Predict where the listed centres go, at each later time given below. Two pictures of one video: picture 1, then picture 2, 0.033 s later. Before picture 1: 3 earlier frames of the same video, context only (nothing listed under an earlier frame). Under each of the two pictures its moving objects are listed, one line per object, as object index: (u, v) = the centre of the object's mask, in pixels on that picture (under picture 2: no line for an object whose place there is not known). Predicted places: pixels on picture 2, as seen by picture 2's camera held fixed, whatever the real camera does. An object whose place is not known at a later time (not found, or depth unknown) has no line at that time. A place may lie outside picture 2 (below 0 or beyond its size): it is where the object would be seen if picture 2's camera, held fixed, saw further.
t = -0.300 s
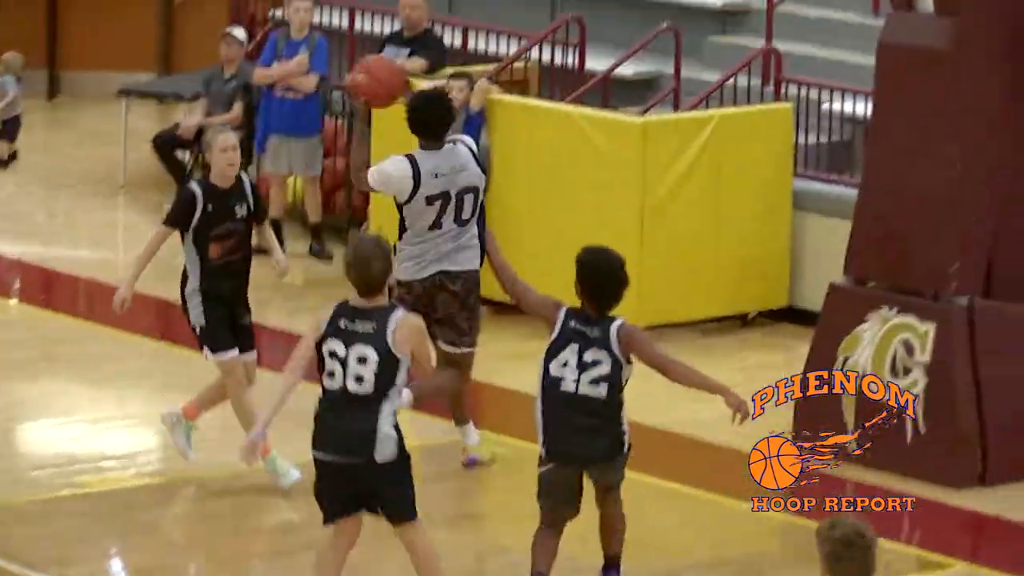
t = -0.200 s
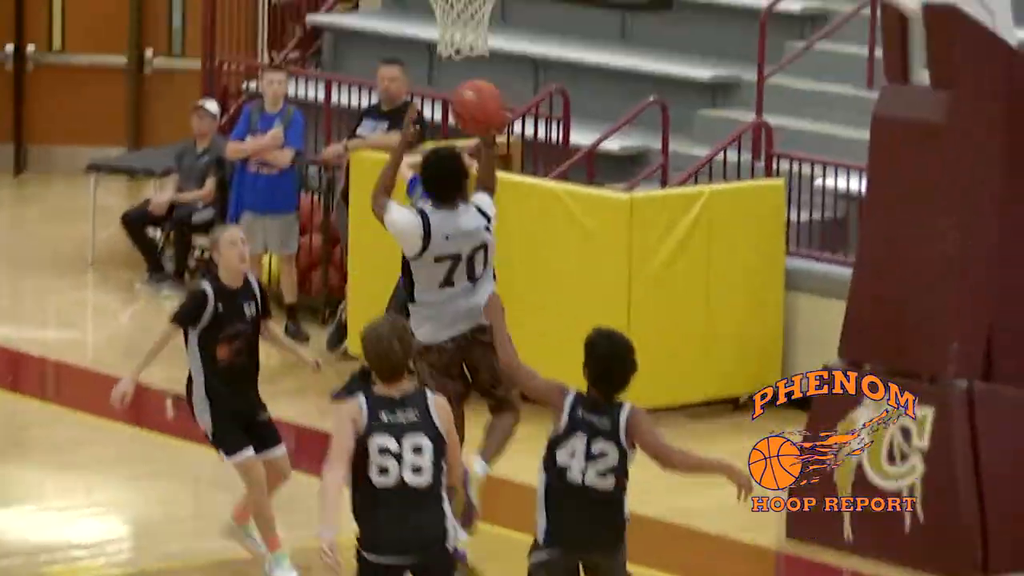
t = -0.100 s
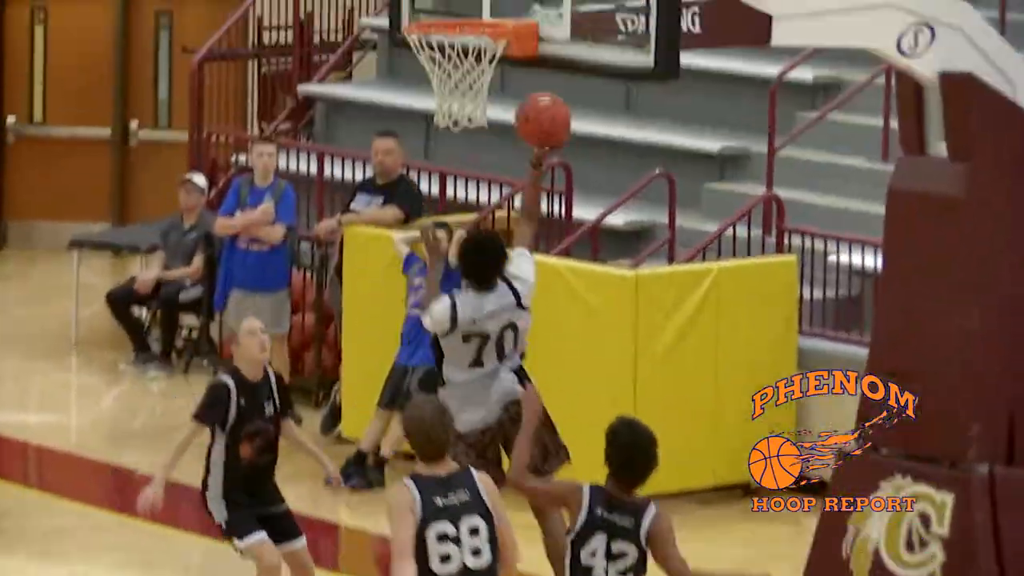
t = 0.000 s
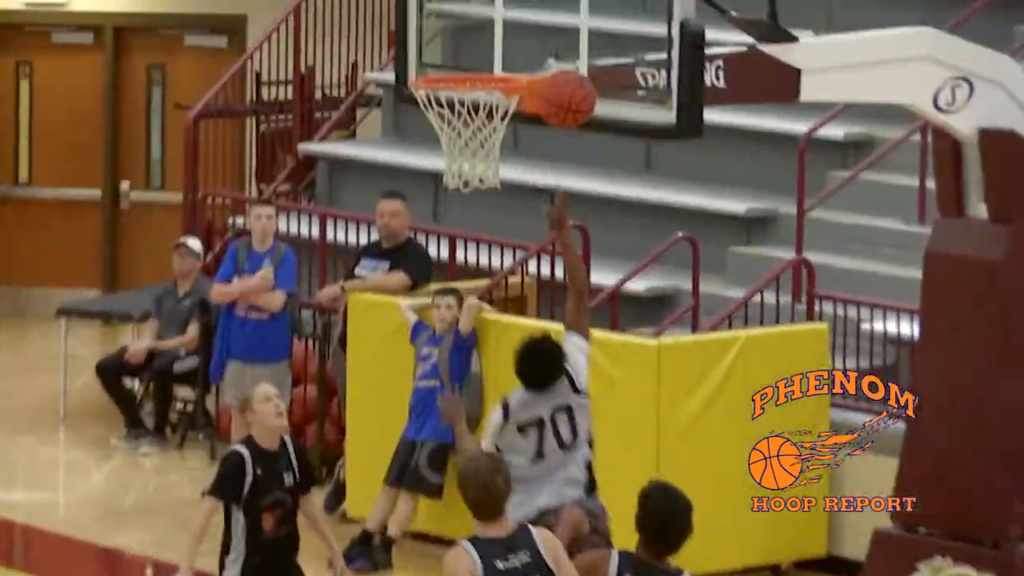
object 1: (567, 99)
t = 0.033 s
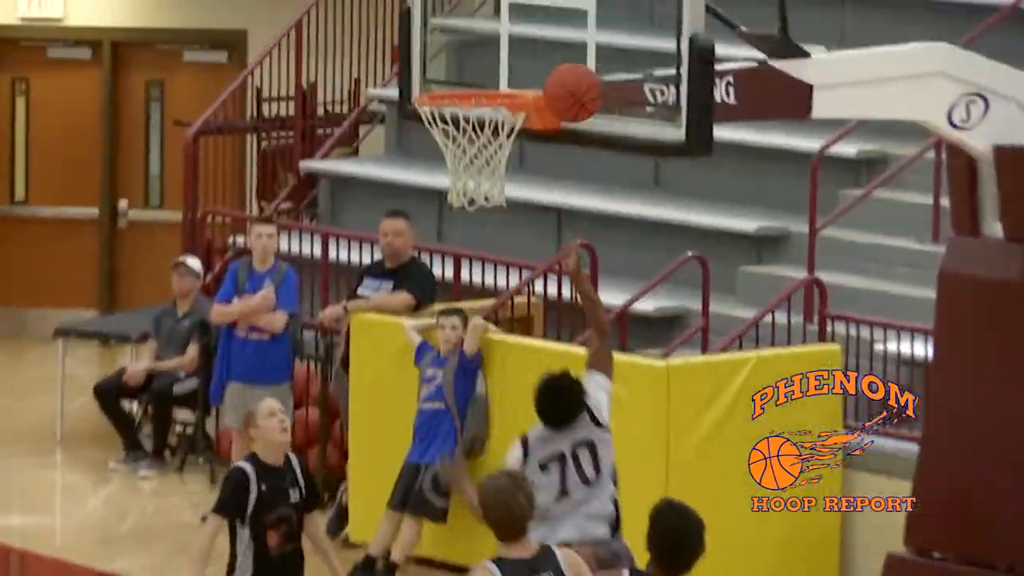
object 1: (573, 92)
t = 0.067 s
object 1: (571, 73)
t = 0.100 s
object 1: (567, 57)
